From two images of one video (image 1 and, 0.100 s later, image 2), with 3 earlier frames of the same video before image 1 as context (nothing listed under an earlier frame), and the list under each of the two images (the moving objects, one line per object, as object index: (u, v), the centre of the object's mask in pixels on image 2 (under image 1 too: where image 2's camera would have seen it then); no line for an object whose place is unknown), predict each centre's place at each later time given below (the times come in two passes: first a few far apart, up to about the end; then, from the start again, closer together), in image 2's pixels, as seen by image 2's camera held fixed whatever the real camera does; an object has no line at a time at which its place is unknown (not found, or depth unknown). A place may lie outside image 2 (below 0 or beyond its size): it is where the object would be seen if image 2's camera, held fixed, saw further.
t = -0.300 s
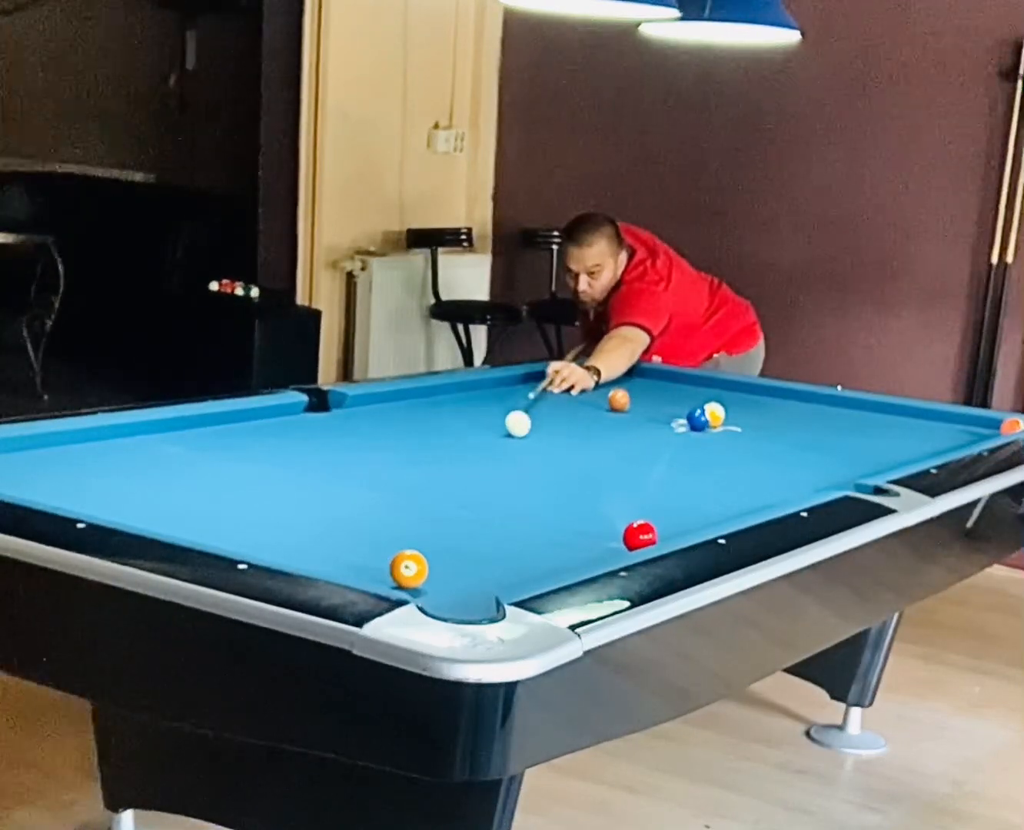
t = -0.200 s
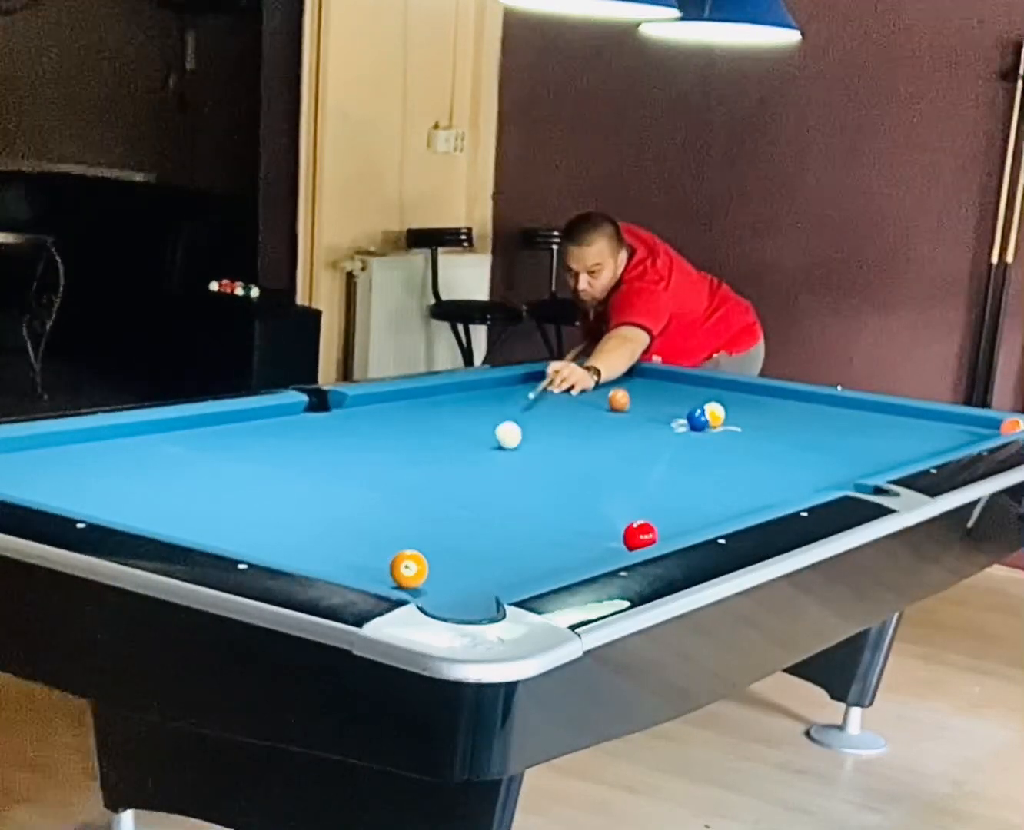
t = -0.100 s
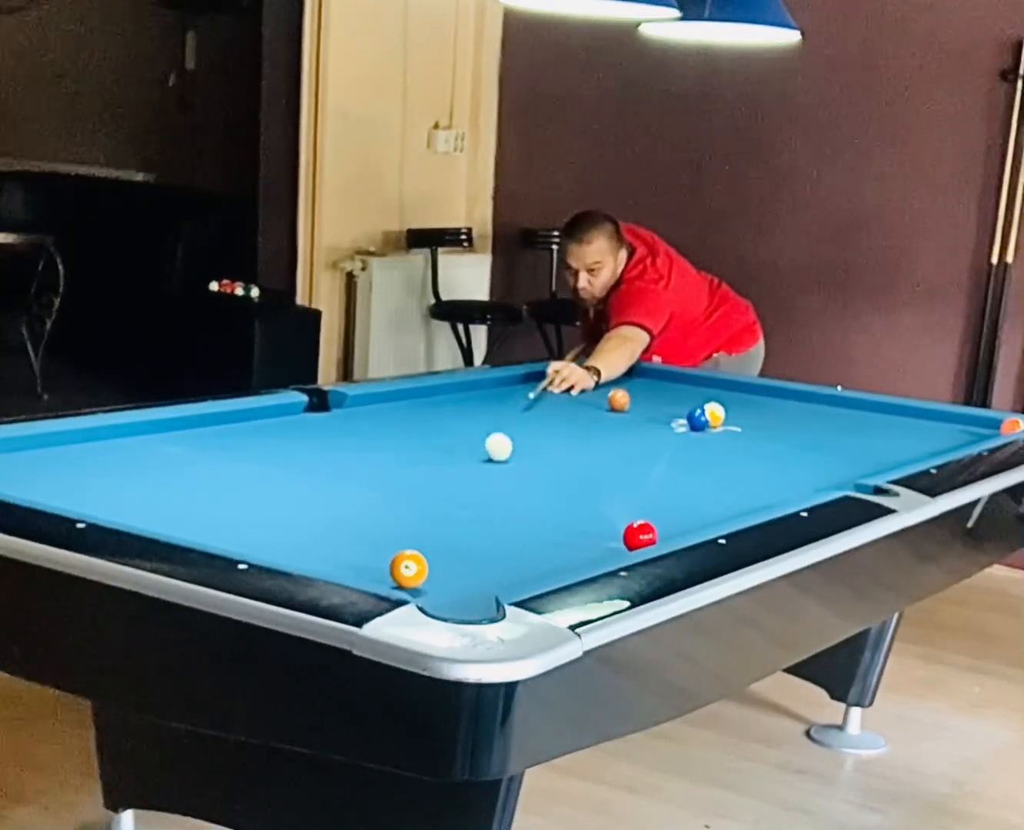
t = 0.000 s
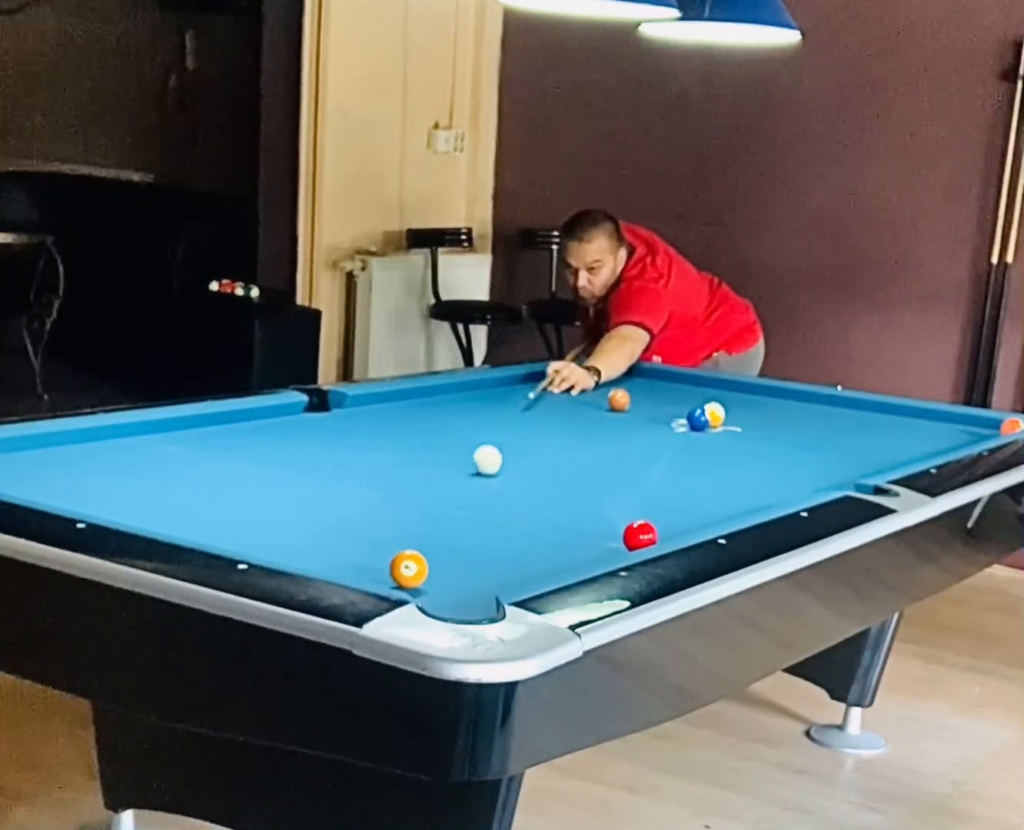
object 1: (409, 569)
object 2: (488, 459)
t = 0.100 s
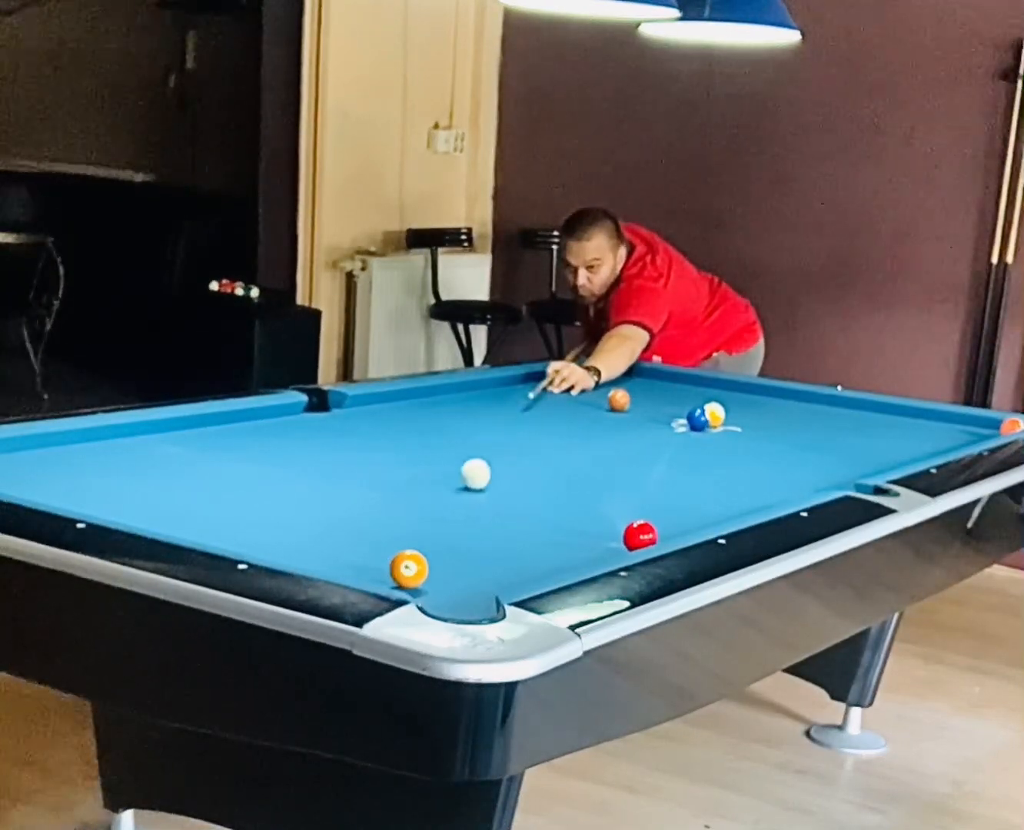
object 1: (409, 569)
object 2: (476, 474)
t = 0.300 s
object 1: (409, 569)
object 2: (449, 506)
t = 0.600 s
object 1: (414, 576)
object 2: (391, 557)
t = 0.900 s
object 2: (312, 561)
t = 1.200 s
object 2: (314, 547)
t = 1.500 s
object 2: (317, 530)
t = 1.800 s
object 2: (320, 516)
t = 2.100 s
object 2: (322, 504)
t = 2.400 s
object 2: (323, 493)
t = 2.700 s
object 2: (325, 484)
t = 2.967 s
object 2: (326, 476)
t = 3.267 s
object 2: (328, 470)
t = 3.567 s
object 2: (329, 464)
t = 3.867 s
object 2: (330, 459)
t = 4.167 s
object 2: (331, 455)
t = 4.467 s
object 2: (332, 452)
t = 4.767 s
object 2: (332, 449)
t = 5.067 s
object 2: (333, 448)
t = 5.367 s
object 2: (331, 447)
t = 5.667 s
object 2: (331, 447)
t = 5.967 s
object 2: (331, 447)
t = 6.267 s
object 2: (331, 447)
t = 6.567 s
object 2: (331, 447)
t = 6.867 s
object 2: (331, 447)
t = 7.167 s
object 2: (331, 447)
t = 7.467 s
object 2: (331, 447)
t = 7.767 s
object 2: (331, 447)
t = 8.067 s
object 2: (331, 447)
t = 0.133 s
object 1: (409, 569)
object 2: (471, 479)
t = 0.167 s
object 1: (409, 569)
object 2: (467, 484)
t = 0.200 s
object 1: (409, 569)
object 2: (463, 489)
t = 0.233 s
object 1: (409, 569)
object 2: (458, 495)
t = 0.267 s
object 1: (409, 569)
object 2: (453, 500)
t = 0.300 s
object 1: (409, 569)
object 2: (449, 506)
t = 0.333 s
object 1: (409, 569)
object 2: (444, 512)
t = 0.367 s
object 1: (409, 569)
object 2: (438, 518)
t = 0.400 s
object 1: (409, 569)
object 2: (434, 524)
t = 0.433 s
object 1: (409, 569)
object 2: (428, 531)
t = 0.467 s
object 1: (409, 569)
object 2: (423, 537)
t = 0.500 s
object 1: (409, 570)
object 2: (417, 541)
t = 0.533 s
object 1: (409, 570)
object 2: (411, 545)
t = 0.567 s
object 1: (408, 569)
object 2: (401, 550)
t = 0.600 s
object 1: (414, 576)
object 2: (391, 557)
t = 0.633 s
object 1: (420, 582)
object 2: (382, 560)
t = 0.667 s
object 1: (425, 589)
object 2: (371, 561)
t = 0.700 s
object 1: (430, 595)
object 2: (361, 561)
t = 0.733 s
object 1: (435, 600)
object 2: (350, 563)
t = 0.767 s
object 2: (340, 563)
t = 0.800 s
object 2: (330, 563)
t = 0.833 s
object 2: (319, 563)
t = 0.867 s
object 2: (311, 562)
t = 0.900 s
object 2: (312, 561)
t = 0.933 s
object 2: (312, 559)
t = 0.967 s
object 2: (312, 558)
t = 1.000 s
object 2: (312, 557)
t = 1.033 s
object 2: (312, 556)
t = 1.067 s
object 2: (313, 554)
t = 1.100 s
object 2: (313, 553)
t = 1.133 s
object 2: (313, 551)
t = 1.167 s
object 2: (314, 549)
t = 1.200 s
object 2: (314, 547)
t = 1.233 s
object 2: (314, 545)
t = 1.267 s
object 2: (315, 543)
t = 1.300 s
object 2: (315, 541)
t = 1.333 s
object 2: (315, 540)
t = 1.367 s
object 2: (316, 537)
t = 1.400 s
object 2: (316, 536)
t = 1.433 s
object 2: (317, 534)
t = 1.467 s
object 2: (317, 532)
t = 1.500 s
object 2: (317, 530)
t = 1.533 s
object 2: (317, 529)
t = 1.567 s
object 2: (317, 527)
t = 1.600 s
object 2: (318, 525)
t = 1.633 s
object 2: (318, 524)
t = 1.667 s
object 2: (318, 522)
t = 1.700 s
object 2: (319, 521)
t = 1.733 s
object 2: (319, 519)
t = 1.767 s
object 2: (319, 518)
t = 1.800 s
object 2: (320, 516)
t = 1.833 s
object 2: (320, 514)
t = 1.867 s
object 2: (321, 513)
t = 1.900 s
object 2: (321, 512)
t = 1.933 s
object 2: (321, 511)
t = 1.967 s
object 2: (321, 509)
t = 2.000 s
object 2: (321, 507)
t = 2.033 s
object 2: (321, 506)
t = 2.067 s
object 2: (321, 505)
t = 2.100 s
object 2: (322, 504)
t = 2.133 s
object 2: (322, 502)
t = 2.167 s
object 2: (322, 501)
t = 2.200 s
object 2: (322, 500)
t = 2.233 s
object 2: (322, 499)
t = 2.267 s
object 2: (323, 497)
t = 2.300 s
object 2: (323, 496)
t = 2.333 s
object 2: (323, 495)
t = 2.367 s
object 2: (323, 494)
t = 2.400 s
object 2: (323, 493)
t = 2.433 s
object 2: (324, 492)
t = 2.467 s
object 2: (324, 491)
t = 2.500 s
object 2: (324, 489)
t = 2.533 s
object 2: (324, 488)
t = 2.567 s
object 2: (324, 487)
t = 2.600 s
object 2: (324, 486)
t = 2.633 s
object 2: (324, 485)
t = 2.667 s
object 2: (324, 485)
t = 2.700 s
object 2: (325, 484)
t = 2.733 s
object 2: (325, 483)
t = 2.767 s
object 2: (325, 481)
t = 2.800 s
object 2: (325, 481)
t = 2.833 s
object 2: (325, 480)
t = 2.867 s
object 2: (325, 479)
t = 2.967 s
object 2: (326, 476)
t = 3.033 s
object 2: (326, 475)
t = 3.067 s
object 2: (327, 474)
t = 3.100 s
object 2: (327, 473)
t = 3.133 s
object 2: (327, 472)
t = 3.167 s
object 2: (327, 472)
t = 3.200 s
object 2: (328, 471)
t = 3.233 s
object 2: (328, 470)
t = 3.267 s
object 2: (328, 470)
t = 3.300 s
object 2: (328, 469)
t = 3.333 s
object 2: (328, 468)
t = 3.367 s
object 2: (329, 467)
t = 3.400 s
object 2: (328, 467)
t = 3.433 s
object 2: (329, 466)
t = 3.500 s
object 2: (329, 465)
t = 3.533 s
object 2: (329, 464)
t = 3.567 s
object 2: (329, 464)
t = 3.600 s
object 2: (329, 463)
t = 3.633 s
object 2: (329, 462)
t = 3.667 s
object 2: (330, 462)
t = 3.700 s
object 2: (330, 461)
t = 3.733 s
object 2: (330, 461)
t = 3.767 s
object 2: (330, 460)
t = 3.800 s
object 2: (330, 460)
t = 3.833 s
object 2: (330, 459)
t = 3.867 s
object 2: (330, 459)
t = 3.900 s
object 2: (330, 458)
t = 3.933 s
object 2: (331, 458)
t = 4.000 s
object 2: (331, 457)
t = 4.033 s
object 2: (331, 457)
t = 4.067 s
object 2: (331, 456)
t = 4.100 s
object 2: (331, 456)
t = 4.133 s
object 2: (331, 455)
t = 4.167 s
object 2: (331, 455)
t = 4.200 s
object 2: (331, 454)
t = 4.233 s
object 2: (331, 454)
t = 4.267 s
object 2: (331, 454)
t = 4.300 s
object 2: (331, 453)
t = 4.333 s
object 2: (331, 453)
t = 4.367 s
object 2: (331, 453)
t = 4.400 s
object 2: (332, 453)
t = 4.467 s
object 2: (332, 452)
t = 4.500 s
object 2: (332, 451)
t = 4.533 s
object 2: (332, 451)
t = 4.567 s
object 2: (332, 451)
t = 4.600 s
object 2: (332, 451)
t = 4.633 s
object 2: (332, 450)
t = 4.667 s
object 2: (332, 450)
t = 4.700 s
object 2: (332, 449)
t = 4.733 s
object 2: (332, 449)
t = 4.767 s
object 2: (332, 449)
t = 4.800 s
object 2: (332, 449)
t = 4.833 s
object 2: (333, 449)
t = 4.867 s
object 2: (333, 449)
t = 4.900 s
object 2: (333, 448)
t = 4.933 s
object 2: (333, 448)
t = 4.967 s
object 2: (333, 448)
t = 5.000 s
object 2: (333, 448)
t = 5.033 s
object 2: (333, 448)
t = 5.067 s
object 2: (333, 448)
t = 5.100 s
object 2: (332, 447)
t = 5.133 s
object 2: (332, 447)
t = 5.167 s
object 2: (332, 447)
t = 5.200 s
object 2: (332, 447)
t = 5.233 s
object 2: (332, 447)
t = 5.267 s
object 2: (332, 447)
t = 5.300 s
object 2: (332, 447)
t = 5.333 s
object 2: (332, 447)
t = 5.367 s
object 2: (331, 447)
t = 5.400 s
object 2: (331, 447)
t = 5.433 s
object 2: (331, 447)
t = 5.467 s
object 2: (331, 447)
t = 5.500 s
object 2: (331, 447)
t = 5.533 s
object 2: (331, 447)
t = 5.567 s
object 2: (331, 447)
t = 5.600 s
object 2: (331, 447)
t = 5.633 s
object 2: (331, 447)
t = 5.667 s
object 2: (331, 447)
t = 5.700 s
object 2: (331, 447)
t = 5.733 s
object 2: (331, 447)
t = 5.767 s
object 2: (331, 447)
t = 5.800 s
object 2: (331, 447)
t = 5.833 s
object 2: (331, 447)
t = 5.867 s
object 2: (331, 447)
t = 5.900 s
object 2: (331, 447)
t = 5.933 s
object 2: (331, 447)
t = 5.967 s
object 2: (331, 447)
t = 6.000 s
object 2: (331, 447)
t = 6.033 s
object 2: (331, 447)
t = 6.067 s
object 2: (331, 447)
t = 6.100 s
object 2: (331, 447)
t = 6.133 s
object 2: (331, 447)
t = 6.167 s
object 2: (331, 447)
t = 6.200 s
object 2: (331, 447)
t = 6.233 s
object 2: (331, 447)
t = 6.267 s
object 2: (331, 447)
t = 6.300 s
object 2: (331, 447)
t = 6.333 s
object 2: (331, 447)
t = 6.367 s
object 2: (331, 447)
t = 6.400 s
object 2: (331, 447)
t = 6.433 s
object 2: (331, 447)
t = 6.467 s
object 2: (331, 447)
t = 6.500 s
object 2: (331, 447)
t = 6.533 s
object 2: (331, 447)
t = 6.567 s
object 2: (331, 447)
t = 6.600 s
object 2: (331, 447)
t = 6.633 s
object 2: (331, 447)
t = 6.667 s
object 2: (331, 447)
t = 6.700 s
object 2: (331, 447)
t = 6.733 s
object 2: (331, 447)
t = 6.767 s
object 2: (331, 447)
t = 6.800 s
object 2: (331, 447)
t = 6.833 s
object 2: (331, 447)
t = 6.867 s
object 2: (331, 447)
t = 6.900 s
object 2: (331, 447)
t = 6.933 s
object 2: (331, 447)
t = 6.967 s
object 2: (331, 447)
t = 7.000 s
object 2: (331, 447)
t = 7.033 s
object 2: (331, 447)
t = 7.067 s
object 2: (331, 447)
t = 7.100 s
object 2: (331, 447)
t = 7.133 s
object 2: (331, 447)
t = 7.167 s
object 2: (331, 447)
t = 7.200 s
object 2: (331, 447)
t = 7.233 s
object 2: (331, 447)
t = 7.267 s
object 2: (331, 447)
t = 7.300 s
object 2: (331, 447)
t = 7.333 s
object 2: (331, 447)
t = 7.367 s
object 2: (331, 447)
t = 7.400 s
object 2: (331, 447)
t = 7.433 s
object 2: (331, 447)
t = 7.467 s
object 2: (331, 447)
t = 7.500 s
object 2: (331, 447)
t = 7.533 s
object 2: (331, 447)
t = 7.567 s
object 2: (331, 447)
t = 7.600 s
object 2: (331, 447)
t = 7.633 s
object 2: (331, 447)
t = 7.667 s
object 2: (331, 447)
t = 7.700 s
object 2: (331, 447)
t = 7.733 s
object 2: (331, 447)
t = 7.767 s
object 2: (331, 447)
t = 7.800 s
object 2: (331, 447)
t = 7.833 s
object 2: (331, 447)
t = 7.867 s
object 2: (331, 447)
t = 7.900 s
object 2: (331, 447)
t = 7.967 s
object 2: (331, 447)
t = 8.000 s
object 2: (331, 447)
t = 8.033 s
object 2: (331, 447)
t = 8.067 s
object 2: (331, 447)
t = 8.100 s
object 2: (331, 447)
